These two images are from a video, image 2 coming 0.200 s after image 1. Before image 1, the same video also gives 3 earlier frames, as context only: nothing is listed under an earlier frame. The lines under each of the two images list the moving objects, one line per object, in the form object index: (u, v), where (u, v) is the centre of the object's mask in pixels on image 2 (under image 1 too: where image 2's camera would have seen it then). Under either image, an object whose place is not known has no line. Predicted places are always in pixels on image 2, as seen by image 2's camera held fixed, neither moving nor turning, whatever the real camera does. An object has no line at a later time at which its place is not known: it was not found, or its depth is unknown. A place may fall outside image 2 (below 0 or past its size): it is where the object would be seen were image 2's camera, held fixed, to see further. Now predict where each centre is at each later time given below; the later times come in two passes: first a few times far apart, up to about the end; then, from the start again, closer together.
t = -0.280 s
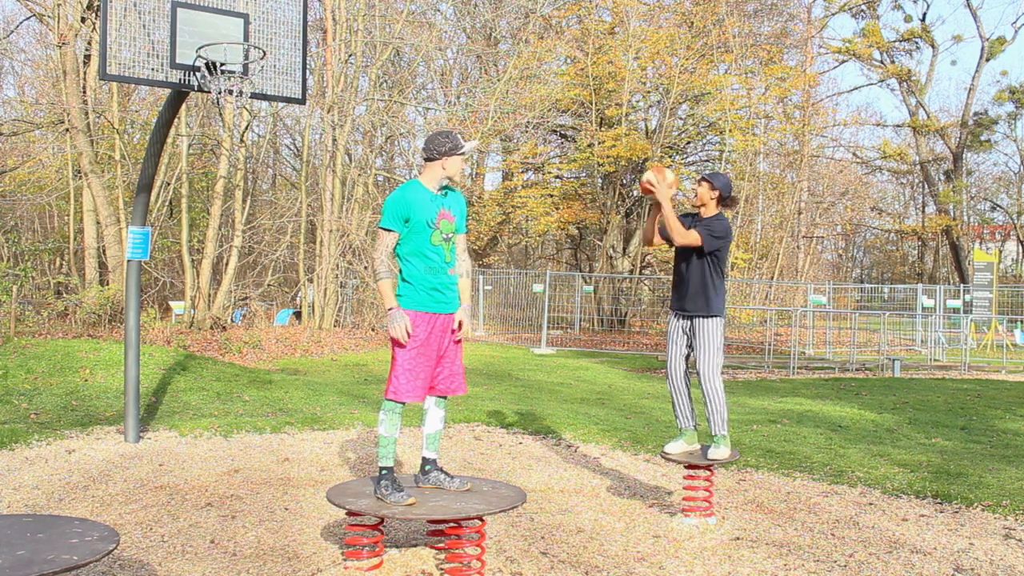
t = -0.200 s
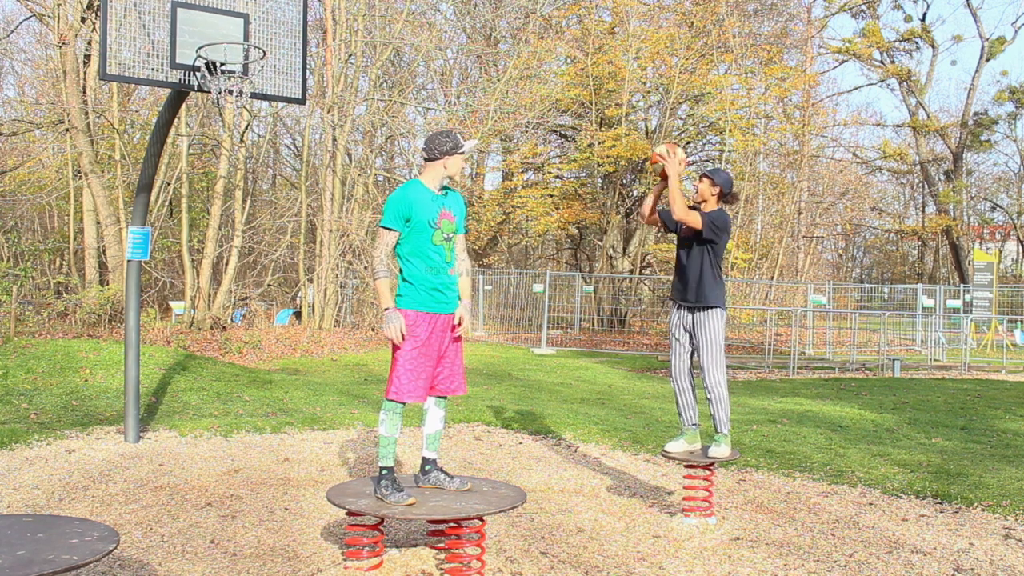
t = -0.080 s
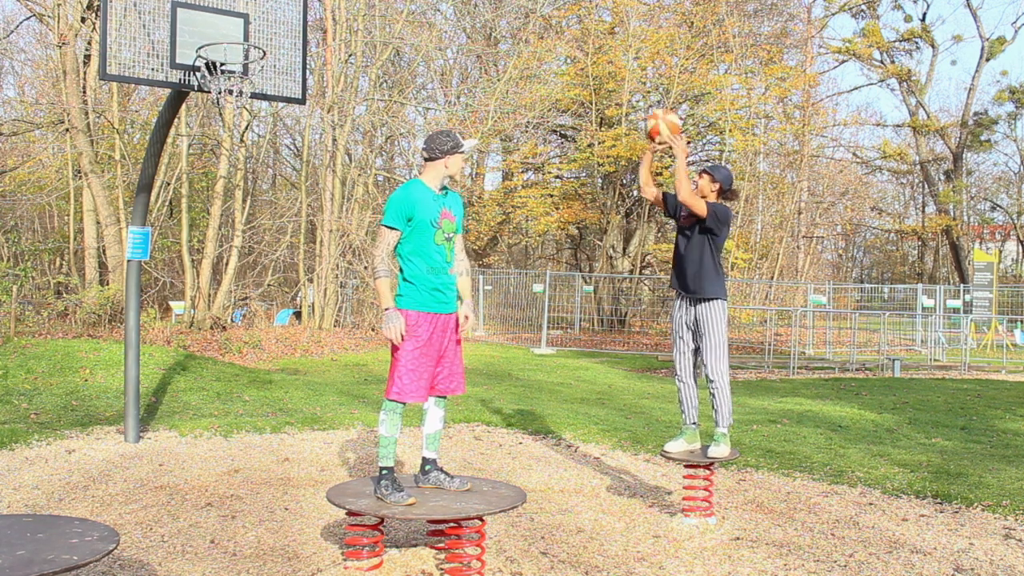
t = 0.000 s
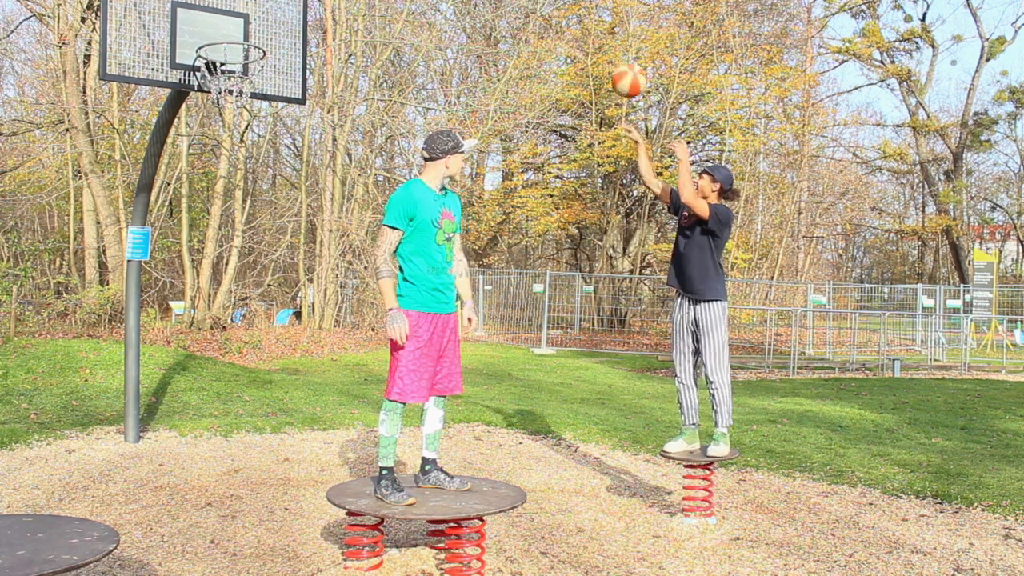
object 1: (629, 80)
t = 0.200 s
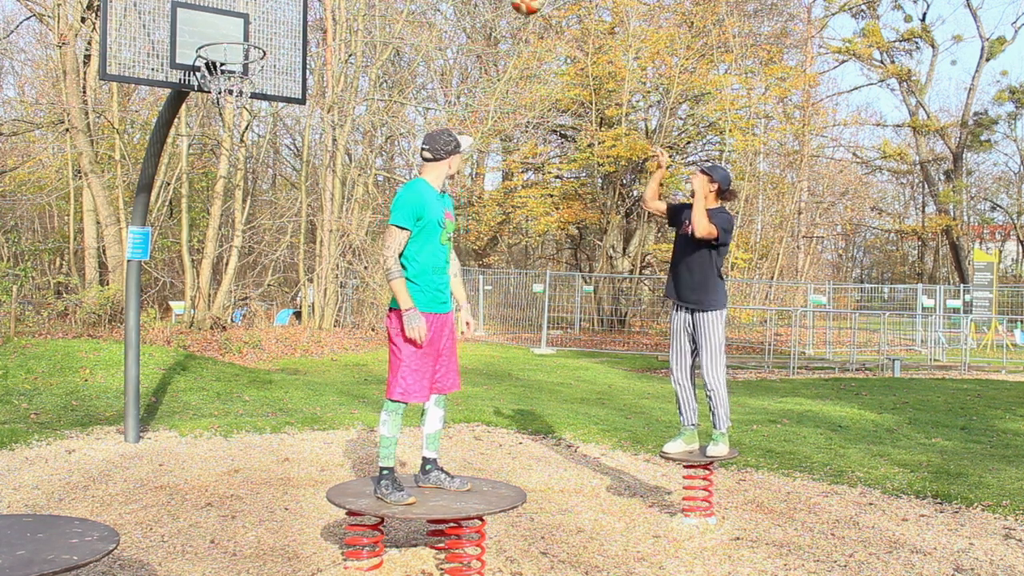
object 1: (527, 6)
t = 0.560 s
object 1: (353, 6)
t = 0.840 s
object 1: (225, 116)
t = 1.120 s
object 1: (113, 334)
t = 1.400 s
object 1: (55, 427)
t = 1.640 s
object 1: (45, 410)
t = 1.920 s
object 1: (33, 460)
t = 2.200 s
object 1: (15, 462)
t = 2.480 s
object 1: (7, 462)
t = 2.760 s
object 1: (6, 462)
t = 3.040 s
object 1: (6, 464)
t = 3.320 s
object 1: (8, 464)
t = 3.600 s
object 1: (7, 464)
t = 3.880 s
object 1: (7, 464)
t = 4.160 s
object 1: (7, 464)
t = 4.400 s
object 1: (7, 464)
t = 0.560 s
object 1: (353, 6)
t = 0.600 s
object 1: (335, 10)
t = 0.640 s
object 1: (316, 20)
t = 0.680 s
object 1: (297, 35)
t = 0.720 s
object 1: (278, 53)
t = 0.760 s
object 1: (260, 73)
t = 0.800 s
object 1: (242, 94)
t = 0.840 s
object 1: (225, 116)
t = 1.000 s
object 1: (161, 228)
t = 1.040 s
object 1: (145, 262)
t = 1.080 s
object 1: (129, 298)
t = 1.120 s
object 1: (113, 334)
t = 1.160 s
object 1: (98, 374)
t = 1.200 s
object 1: (82, 414)
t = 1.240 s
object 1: (67, 457)
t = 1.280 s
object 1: (61, 464)
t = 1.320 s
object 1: (59, 450)
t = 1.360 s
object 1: (57, 437)
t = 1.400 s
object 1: (55, 427)
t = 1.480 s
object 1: (51, 413)
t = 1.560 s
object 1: (48, 408)
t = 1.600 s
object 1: (46, 408)
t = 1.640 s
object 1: (45, 410)
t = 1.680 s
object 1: (43, 415)
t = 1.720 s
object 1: (42, 422)
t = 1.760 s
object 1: (40, 430)
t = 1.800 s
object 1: (38, 441)
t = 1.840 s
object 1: (37, 455)
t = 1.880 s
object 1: (35, 462)
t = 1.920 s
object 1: (33, 460)
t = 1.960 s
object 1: (30, 457)
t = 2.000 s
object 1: (27, 456)
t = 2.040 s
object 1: (25, 457)
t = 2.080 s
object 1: (24, 460)
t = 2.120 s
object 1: (20, 462)
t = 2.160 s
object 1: (16, 461)
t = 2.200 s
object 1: (15, 462)
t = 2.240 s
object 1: (13, 462)
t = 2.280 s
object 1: (12, 462)
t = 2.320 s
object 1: (11, 462)
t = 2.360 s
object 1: (10, 463)
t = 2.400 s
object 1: (9, 463)
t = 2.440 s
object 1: (8, 462)
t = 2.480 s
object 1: (7, 462)
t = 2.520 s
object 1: (7, 462)
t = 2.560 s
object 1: (6, 462)
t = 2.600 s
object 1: (6, 462)
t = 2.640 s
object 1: (6, 462)
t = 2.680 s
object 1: (6, 462)
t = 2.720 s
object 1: (6, 462)
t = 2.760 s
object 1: (6, 462)
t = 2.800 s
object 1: (6, 462)
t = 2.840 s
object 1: (6, 462)
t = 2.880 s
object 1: (6, 462)
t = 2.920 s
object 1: (6, 463)
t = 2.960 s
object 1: (6, 463)
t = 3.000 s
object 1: (6, 464)
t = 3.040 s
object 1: (6, 464)
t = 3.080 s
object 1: (6, 464)
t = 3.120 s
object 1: (6, 464)
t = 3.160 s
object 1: (7, 464)
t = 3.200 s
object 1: (7, 464)
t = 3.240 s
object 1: (7, 464)
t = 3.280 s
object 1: (8, 464)
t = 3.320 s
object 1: (8, 464)
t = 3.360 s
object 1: (8, 464)
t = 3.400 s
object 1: (8, 464)
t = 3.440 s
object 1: (8, 464)
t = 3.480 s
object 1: (7, 464)
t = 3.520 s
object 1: (7, 464)
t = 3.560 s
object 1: (7, 464)
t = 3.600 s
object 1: (7, 464)
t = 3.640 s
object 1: (7, 464)
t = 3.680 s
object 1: (7, 464)
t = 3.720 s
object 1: (7, 464)
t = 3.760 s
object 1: (7, 464)
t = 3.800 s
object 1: (7, 464)
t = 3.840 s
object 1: (7, 464)
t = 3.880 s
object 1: (7, 464)
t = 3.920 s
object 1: (7, 464)
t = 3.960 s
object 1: (7, 464)
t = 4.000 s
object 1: (7, 464)
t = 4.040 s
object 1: (7, 464)
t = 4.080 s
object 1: (7, 464)
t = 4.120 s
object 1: (7, 464)
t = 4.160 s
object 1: (7, 464)
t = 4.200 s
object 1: (7, 464)
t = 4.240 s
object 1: (7, 464)
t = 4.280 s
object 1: (7, 464)
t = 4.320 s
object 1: (7, 464)
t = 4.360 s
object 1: (7, 464)
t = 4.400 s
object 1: (7, 464)
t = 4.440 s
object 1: (7, 464)
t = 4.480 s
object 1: (7, 464)
